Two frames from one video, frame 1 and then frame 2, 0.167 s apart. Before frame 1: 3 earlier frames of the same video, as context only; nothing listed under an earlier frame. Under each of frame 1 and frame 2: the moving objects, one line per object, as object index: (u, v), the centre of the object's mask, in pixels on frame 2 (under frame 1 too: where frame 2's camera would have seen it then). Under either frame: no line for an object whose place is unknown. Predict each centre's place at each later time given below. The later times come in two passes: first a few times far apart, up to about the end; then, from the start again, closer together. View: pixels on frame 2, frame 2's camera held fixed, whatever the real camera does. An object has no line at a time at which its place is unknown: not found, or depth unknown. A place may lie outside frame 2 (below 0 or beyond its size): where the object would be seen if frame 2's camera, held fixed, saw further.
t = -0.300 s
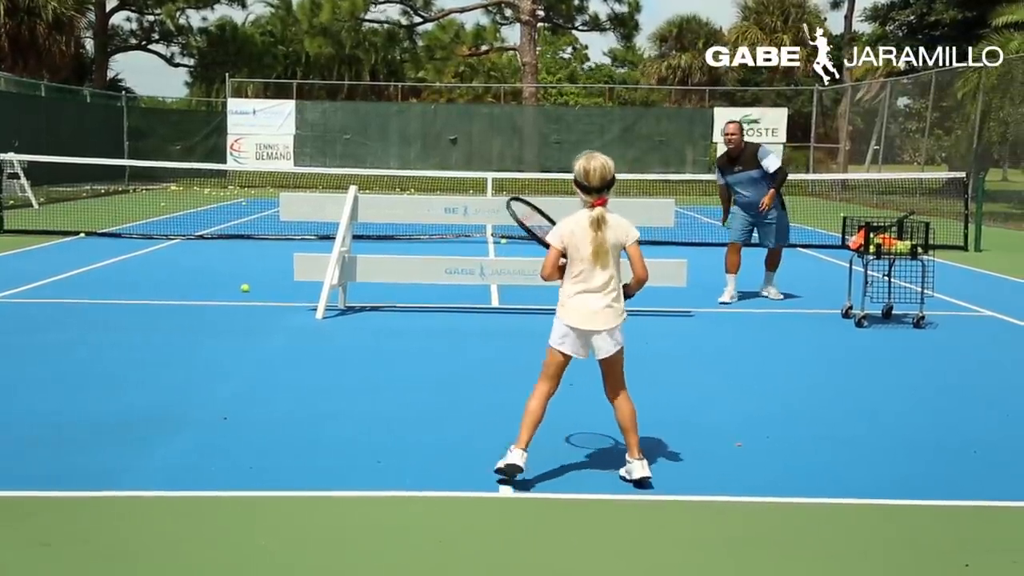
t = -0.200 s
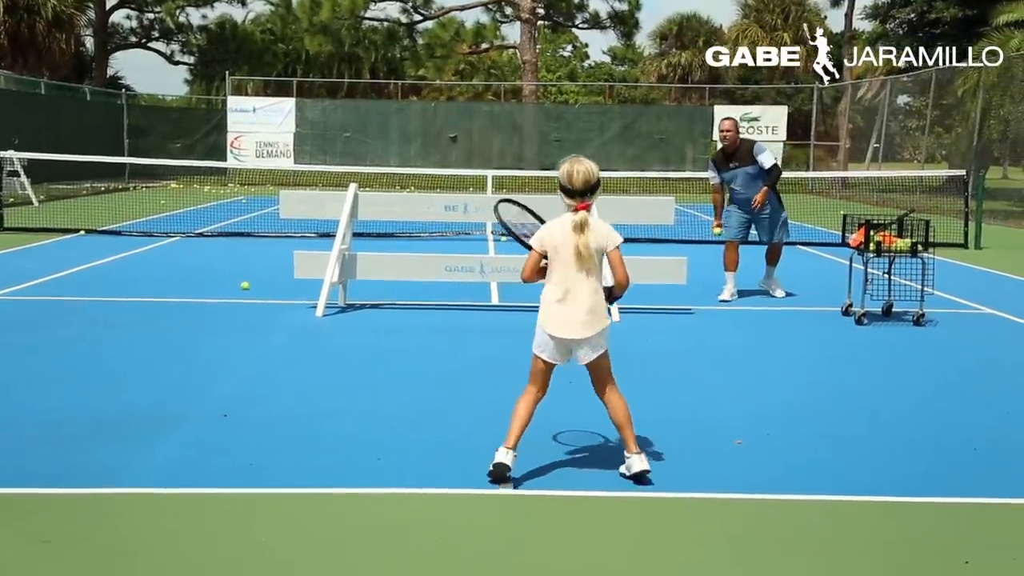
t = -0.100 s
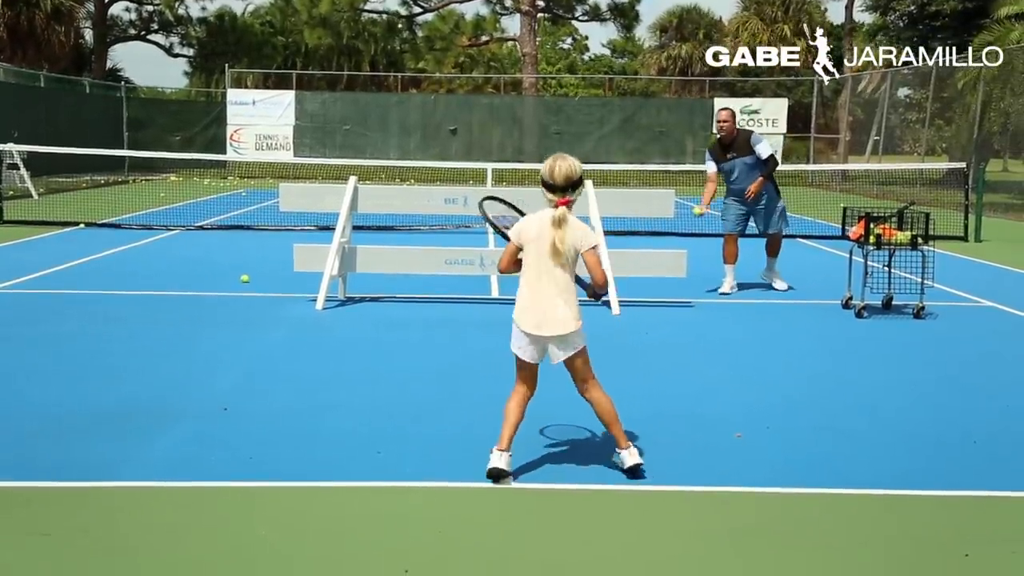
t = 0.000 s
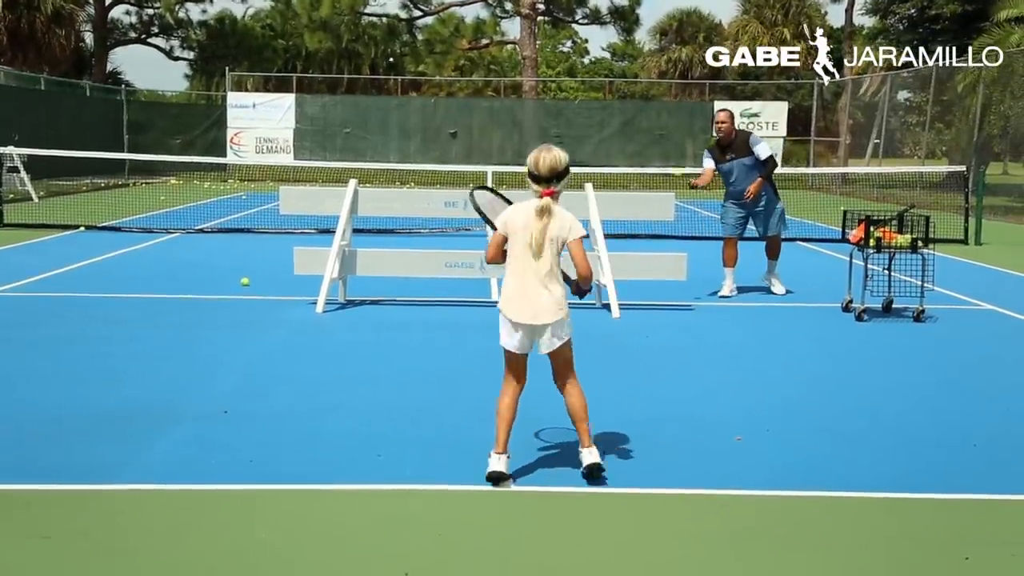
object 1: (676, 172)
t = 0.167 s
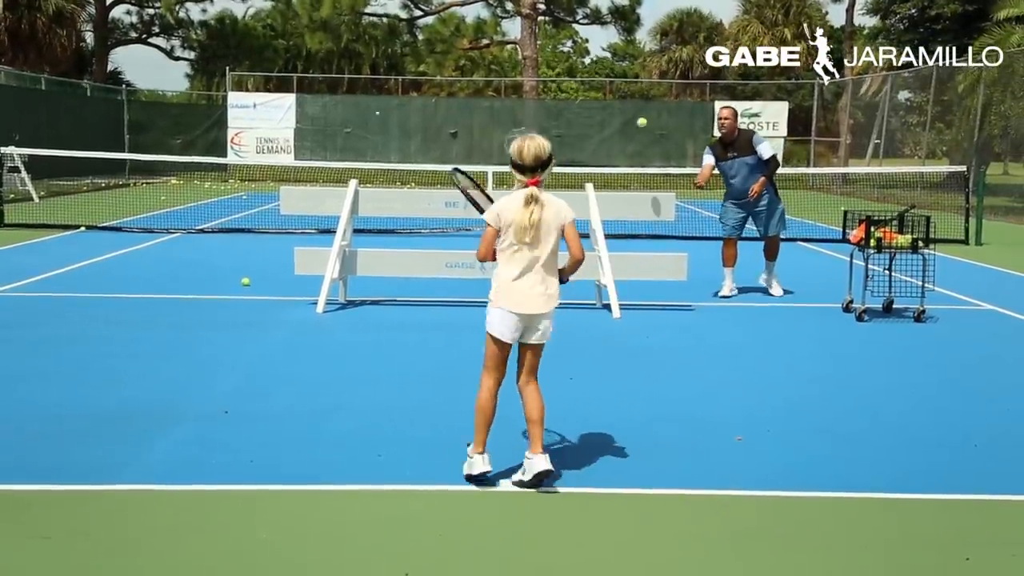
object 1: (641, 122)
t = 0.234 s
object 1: (624, 110)
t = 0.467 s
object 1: (554, 119)
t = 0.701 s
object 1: (464, 223)
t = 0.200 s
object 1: (632, 116)
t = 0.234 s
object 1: (624, 110)
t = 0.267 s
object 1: (615, 107)
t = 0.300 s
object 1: (606, 105)
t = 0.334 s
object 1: (596, 104)
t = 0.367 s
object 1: (586, 105)
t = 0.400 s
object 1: (576, 108)
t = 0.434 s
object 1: (565, 113)
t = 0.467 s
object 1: (554, 119)
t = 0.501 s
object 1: (542, 127)
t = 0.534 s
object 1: (530, 138)
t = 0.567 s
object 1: (518, 150)
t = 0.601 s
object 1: (504, 164)
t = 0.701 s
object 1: (464, 223)
